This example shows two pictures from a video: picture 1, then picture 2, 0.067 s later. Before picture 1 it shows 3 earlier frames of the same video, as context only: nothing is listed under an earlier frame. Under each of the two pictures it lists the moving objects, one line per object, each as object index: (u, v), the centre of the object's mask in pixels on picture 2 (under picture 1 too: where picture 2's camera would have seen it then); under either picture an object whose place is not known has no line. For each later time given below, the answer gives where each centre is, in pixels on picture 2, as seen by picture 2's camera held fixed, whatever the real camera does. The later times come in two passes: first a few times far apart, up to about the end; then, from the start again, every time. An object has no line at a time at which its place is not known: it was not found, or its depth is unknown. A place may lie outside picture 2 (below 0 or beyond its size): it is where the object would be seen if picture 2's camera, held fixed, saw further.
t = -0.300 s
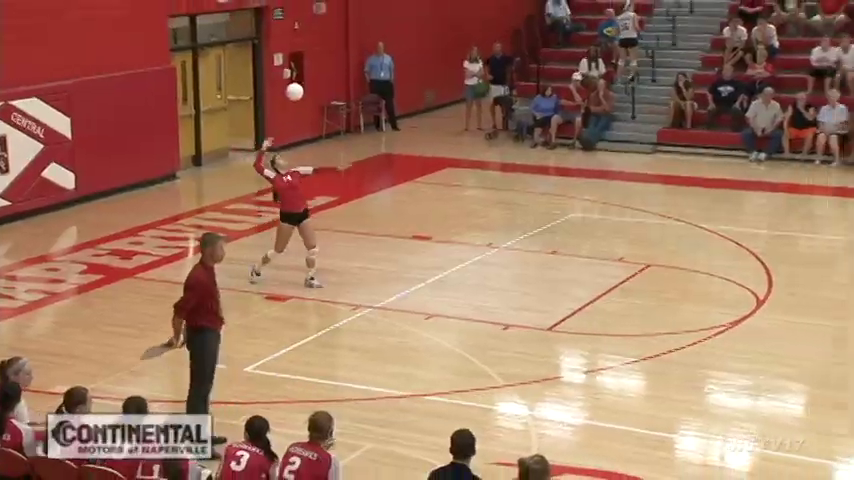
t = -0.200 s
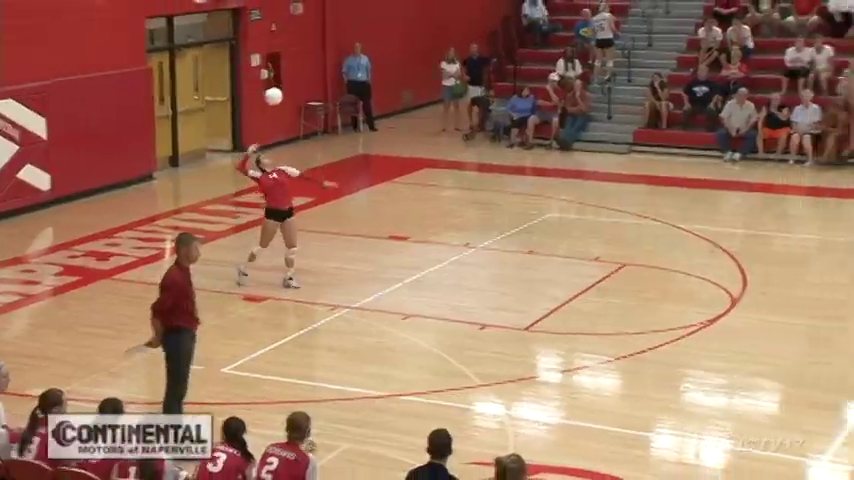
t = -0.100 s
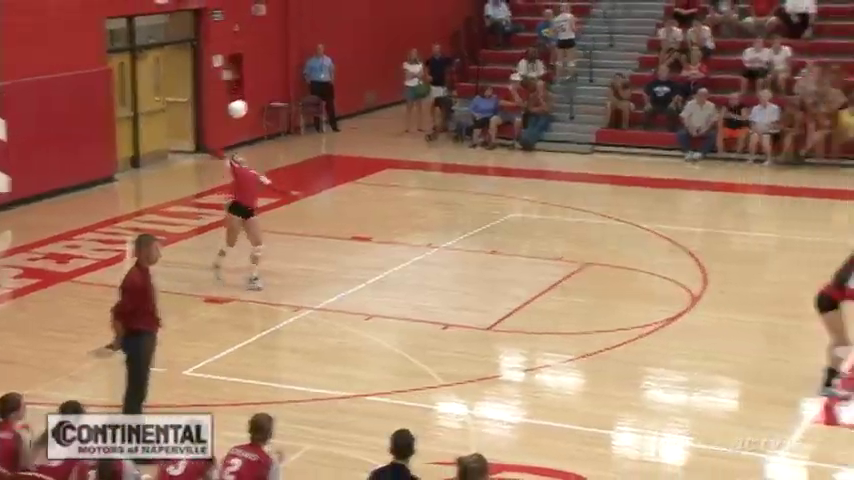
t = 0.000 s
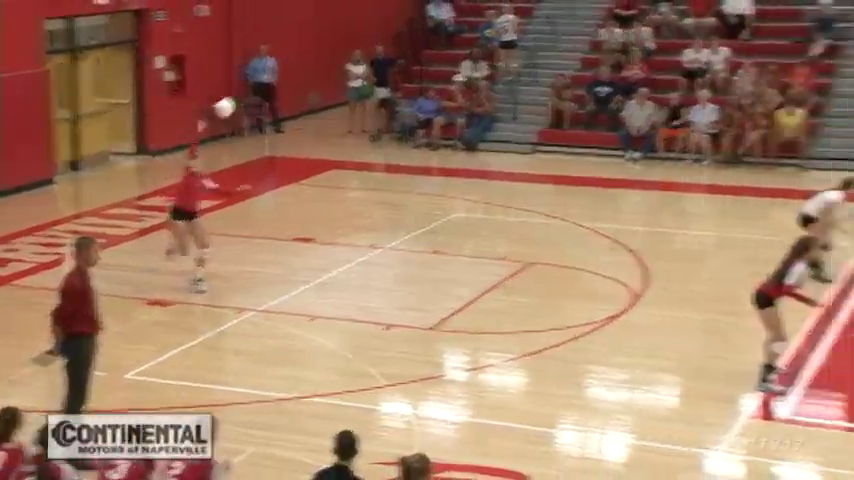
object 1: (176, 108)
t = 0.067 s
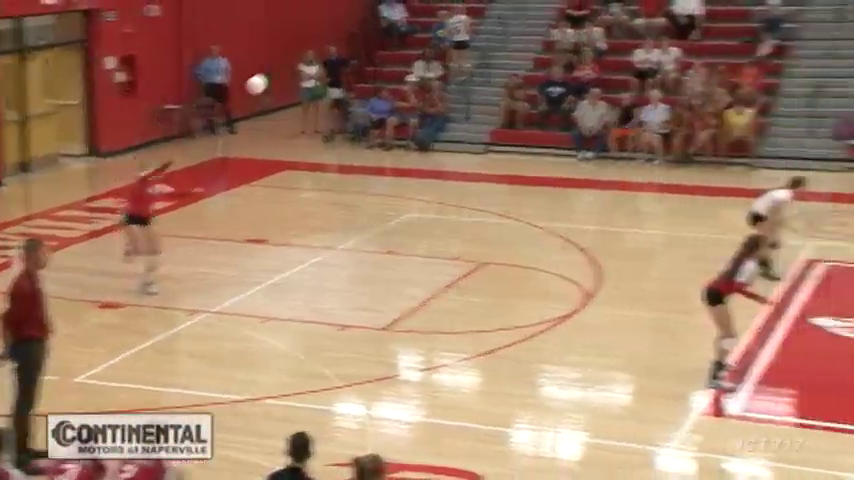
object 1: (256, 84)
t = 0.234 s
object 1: (467, 39)
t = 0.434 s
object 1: (746, 17)
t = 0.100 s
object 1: (297, 74)
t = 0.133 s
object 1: (338, 63)
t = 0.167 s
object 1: (380, 54)
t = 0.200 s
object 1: (423, 46)
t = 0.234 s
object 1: (467, 39)
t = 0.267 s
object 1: (511, 33)
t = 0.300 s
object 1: (556, 28)
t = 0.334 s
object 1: (603, 22)
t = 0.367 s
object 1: (650, 20)
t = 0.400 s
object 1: (697, 18)
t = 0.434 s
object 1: (746, 17)
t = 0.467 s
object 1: (794, 18)
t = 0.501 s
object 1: (844, 20)
